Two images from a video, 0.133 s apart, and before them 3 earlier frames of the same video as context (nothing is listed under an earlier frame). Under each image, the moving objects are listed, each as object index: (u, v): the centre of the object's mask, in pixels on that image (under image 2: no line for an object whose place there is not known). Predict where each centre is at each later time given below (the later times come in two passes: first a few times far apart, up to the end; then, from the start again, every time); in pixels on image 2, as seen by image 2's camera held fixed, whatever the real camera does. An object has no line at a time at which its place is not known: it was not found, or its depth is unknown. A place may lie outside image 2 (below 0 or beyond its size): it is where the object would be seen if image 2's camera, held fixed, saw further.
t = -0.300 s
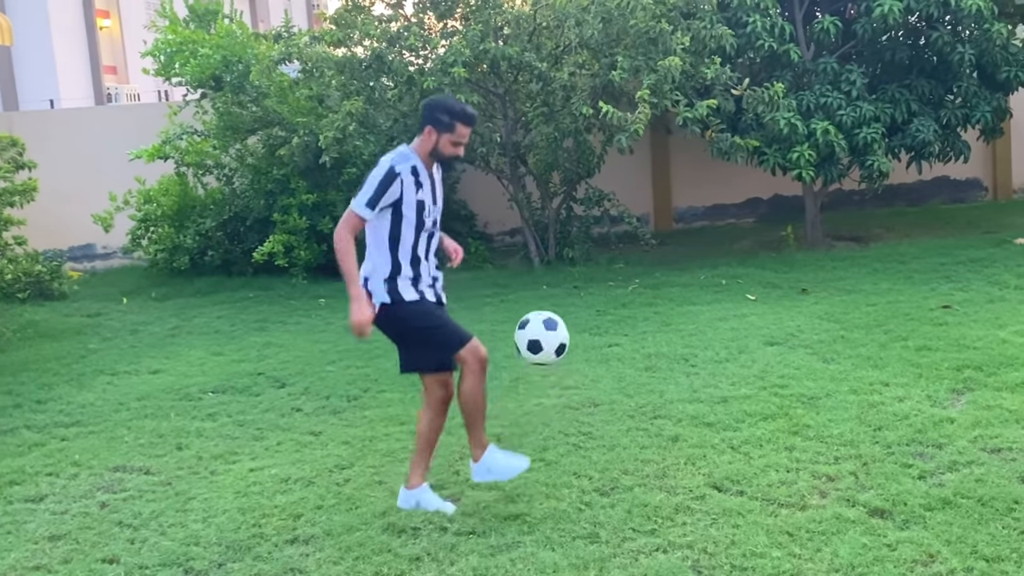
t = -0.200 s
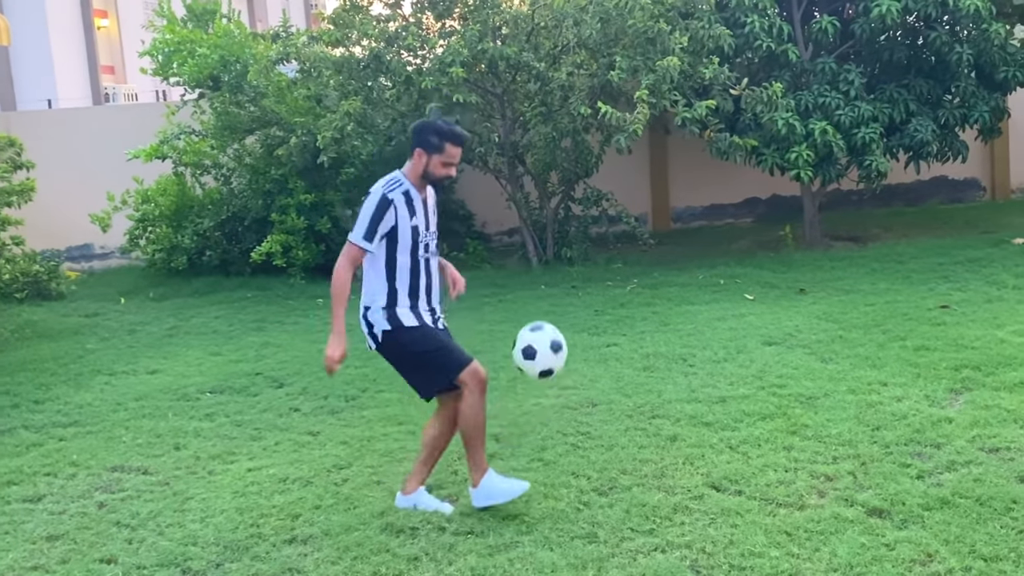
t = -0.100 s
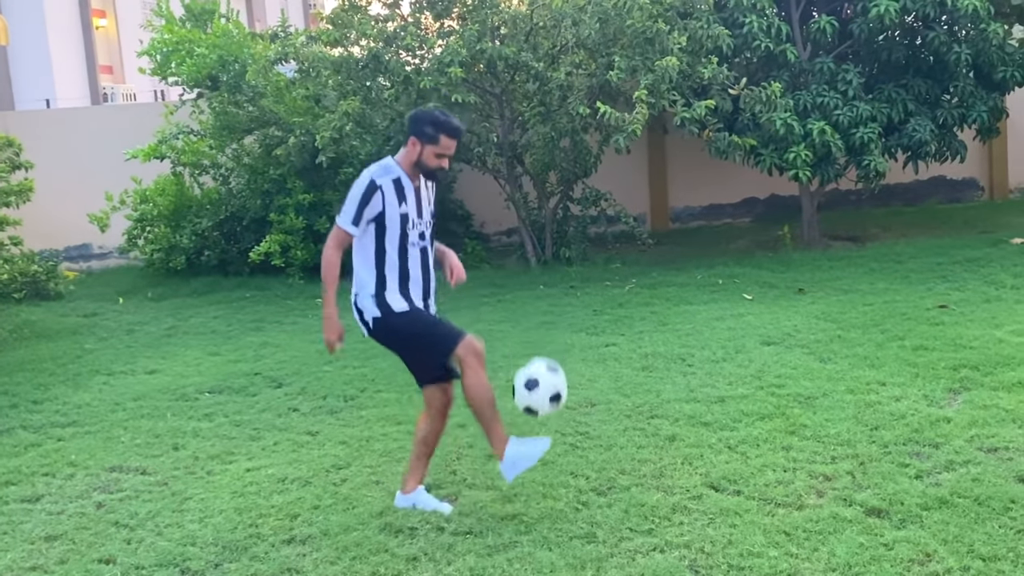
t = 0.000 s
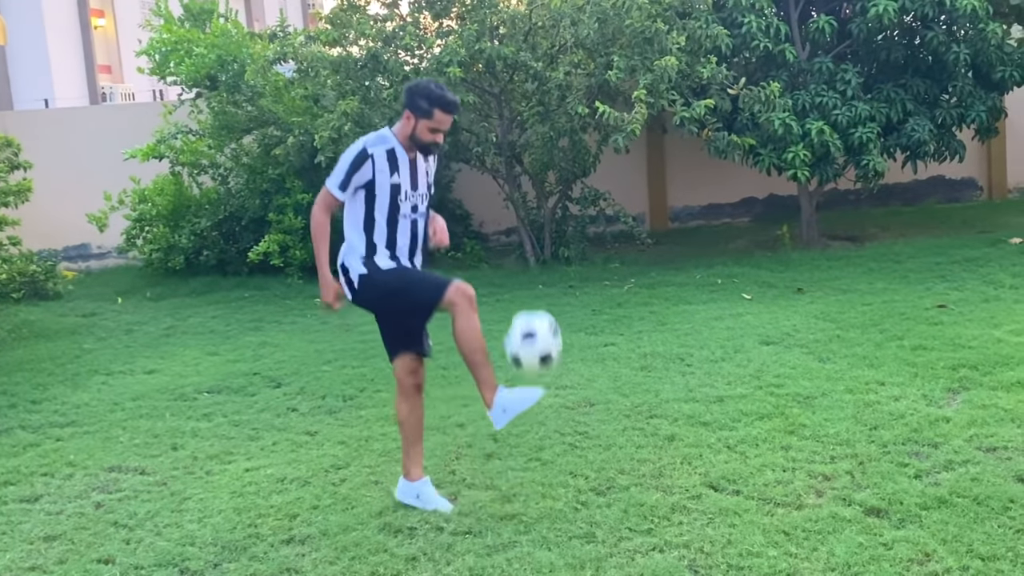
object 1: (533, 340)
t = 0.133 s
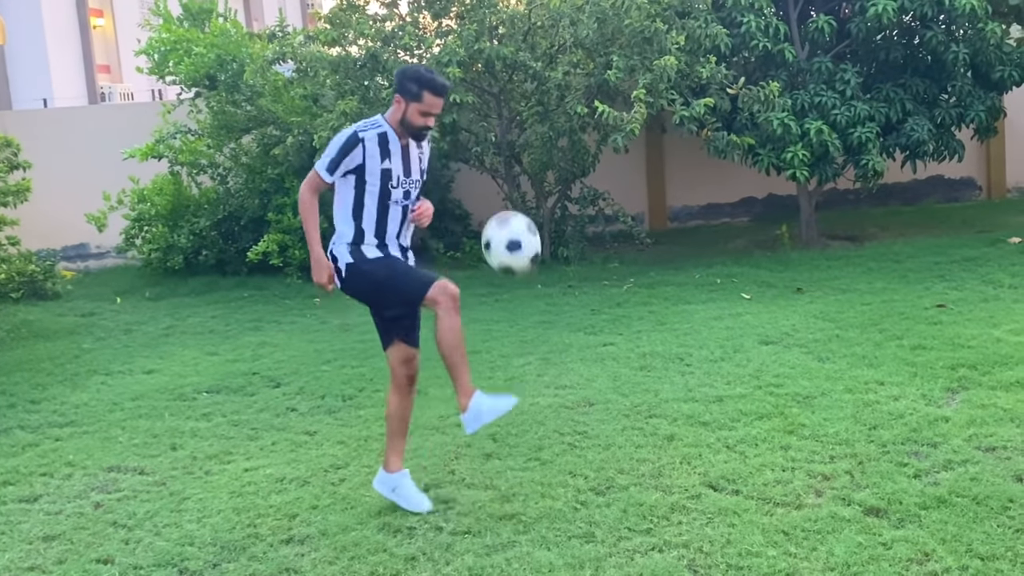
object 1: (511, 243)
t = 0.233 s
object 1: (498, 197)
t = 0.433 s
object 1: (478, 180)
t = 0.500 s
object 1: (473, 199)
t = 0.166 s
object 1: (506, 224)
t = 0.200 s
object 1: (502, 209)
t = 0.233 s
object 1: (498, 197)
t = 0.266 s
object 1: (494, 186)
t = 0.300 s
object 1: (490, 179)
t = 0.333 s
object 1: (486, 175)
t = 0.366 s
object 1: (483, 174)
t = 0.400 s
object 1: (480, 176)
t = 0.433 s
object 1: (478, 180)
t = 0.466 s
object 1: (475, 188)
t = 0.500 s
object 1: (473, 199)
